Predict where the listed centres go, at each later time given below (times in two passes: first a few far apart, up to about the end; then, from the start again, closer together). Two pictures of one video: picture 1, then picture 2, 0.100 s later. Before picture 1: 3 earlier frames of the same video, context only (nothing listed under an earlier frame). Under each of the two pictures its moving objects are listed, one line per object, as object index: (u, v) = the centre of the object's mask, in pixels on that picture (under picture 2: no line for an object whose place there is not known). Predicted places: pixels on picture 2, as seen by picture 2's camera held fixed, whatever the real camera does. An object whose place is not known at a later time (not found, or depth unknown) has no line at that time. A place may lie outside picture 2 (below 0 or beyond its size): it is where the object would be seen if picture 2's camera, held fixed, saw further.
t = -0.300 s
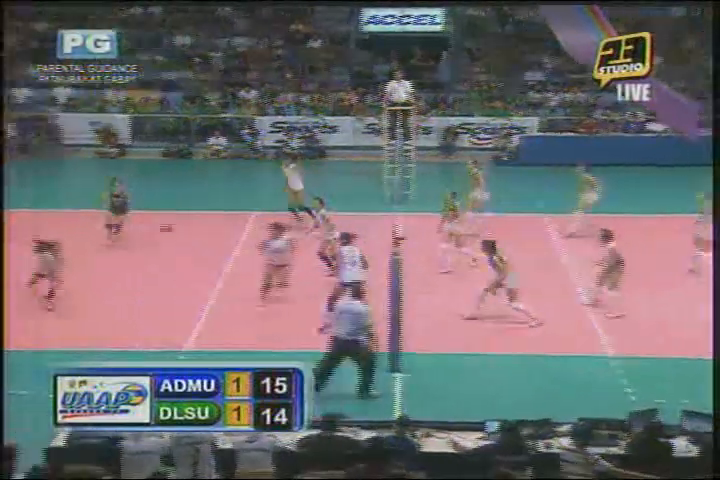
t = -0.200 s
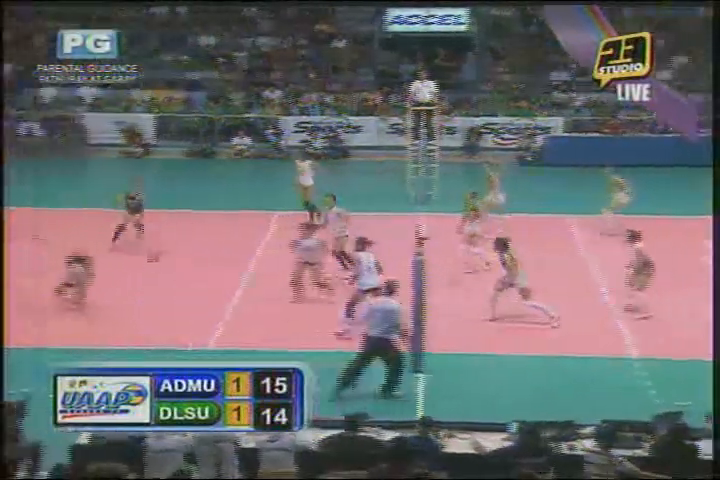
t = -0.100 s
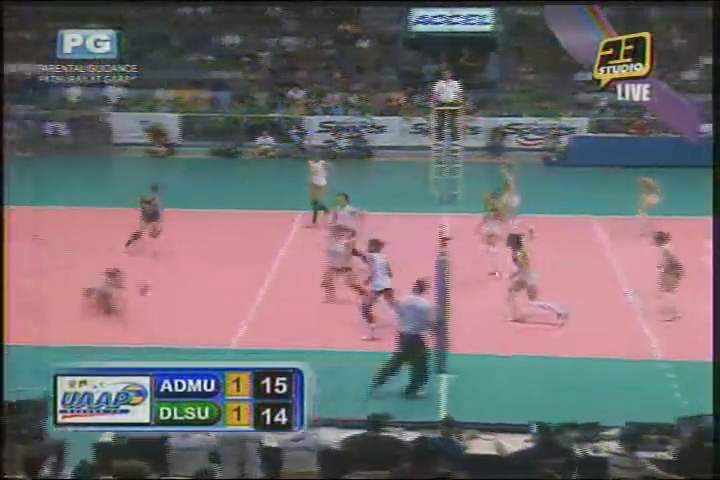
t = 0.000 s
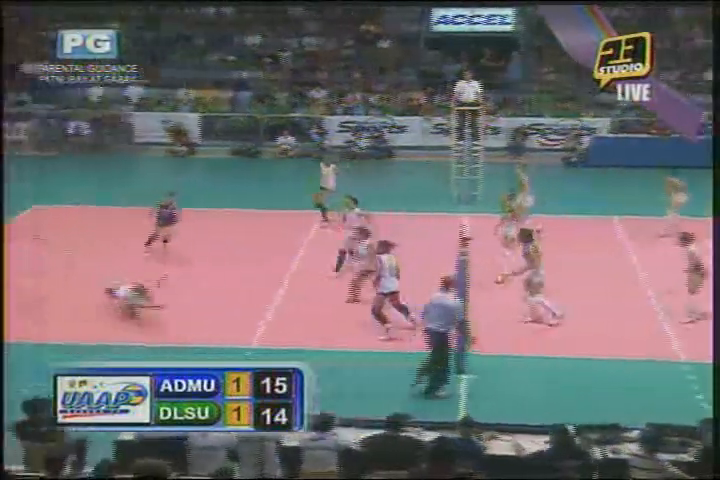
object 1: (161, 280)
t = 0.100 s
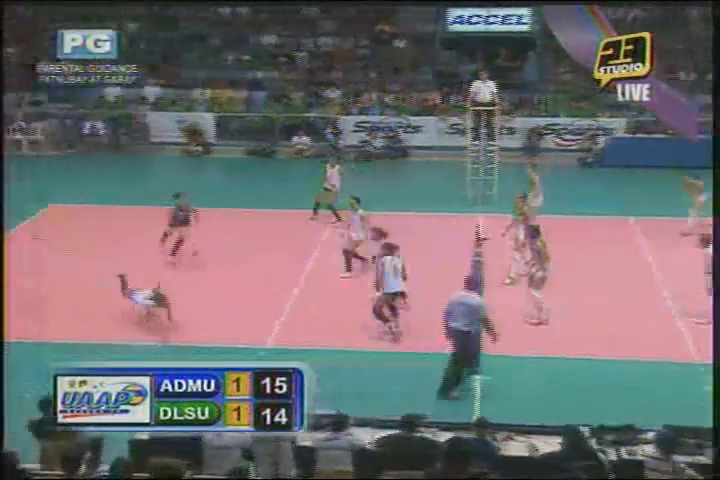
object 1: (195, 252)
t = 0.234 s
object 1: (213, 227)
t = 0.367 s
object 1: (236, 206)
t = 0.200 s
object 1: (206, 231)
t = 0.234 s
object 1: (213, 227)
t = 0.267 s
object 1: (221, 220)
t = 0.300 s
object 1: (226, 214)
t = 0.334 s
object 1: (231, 210)
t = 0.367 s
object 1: (236, 206)
